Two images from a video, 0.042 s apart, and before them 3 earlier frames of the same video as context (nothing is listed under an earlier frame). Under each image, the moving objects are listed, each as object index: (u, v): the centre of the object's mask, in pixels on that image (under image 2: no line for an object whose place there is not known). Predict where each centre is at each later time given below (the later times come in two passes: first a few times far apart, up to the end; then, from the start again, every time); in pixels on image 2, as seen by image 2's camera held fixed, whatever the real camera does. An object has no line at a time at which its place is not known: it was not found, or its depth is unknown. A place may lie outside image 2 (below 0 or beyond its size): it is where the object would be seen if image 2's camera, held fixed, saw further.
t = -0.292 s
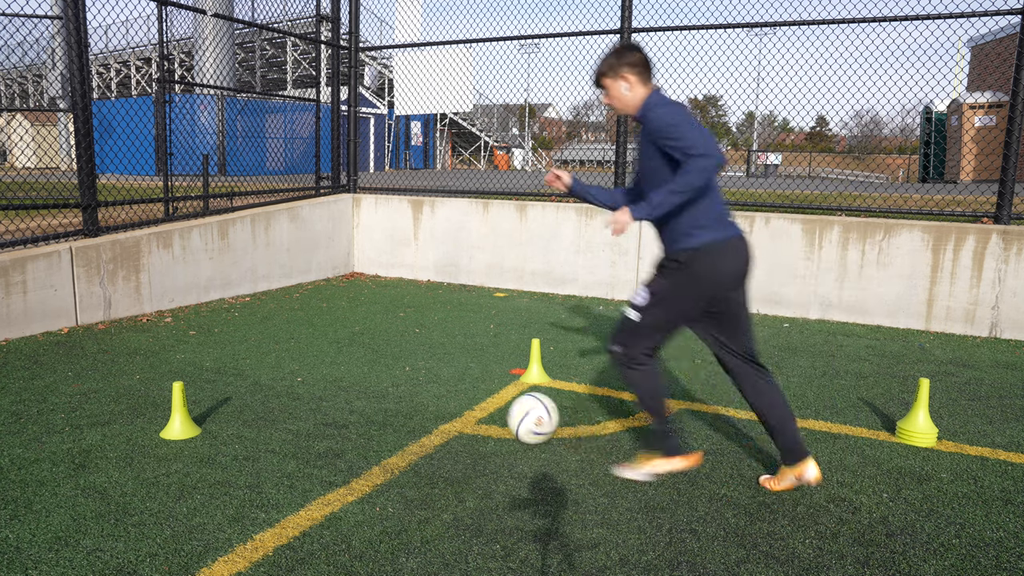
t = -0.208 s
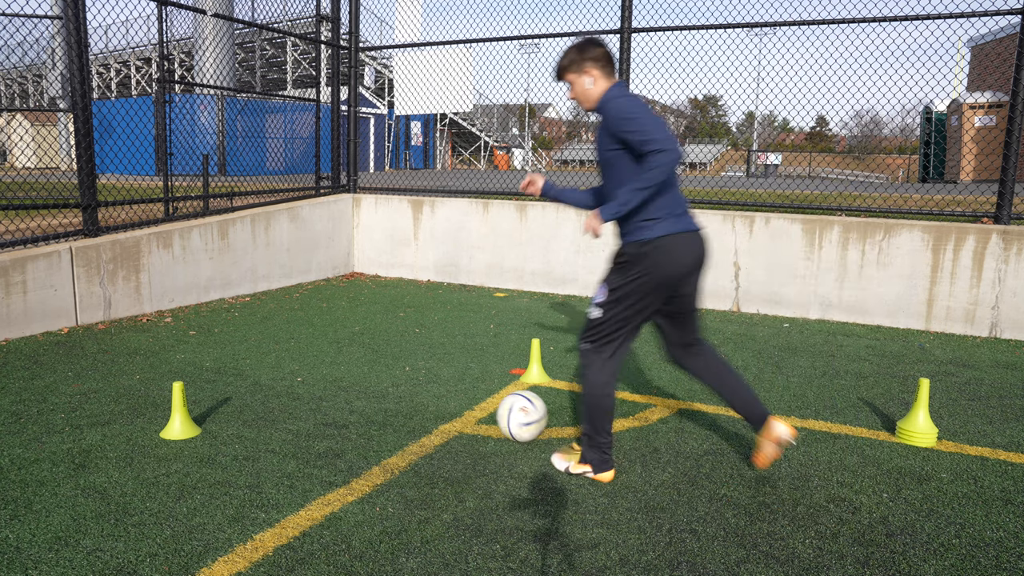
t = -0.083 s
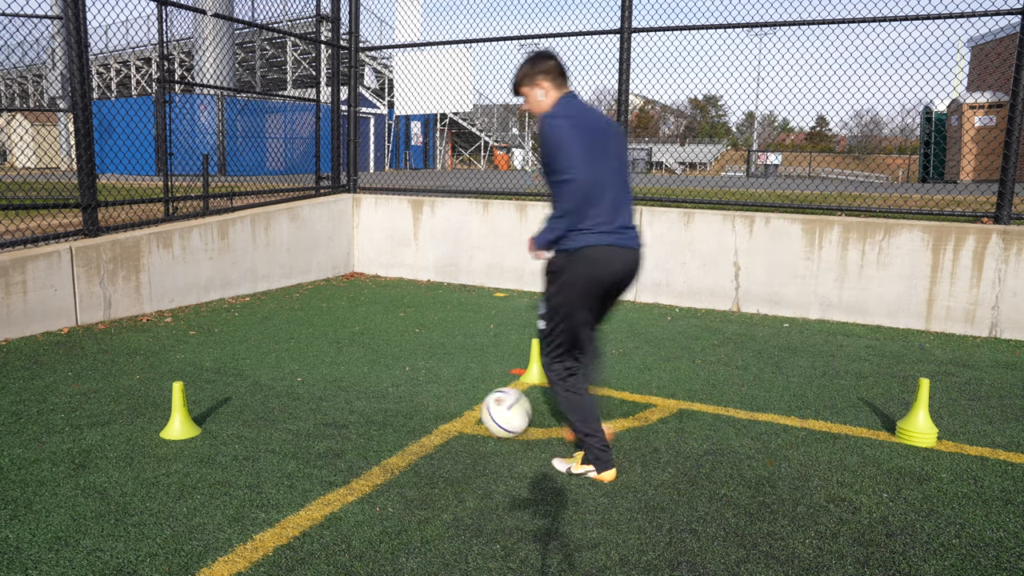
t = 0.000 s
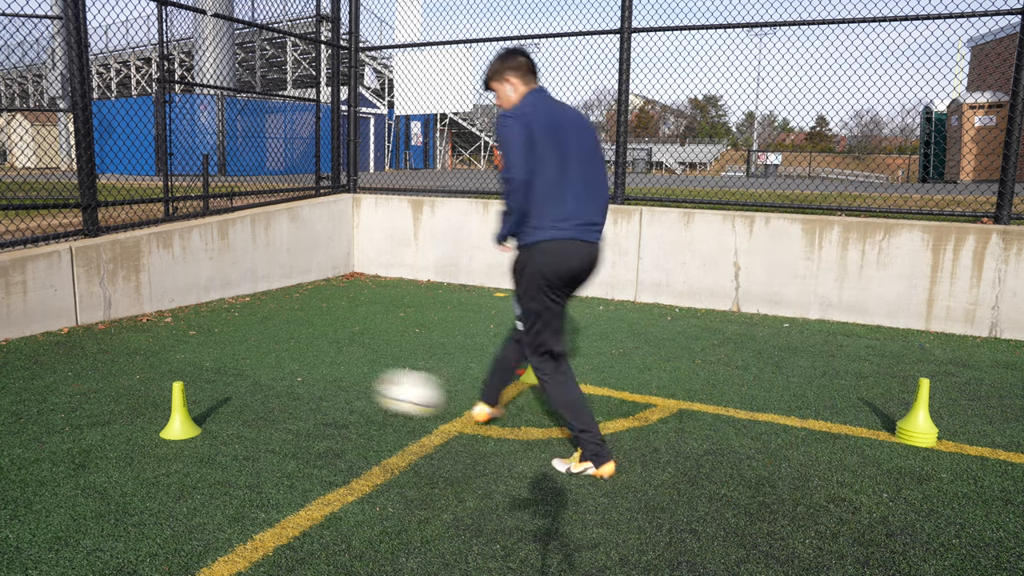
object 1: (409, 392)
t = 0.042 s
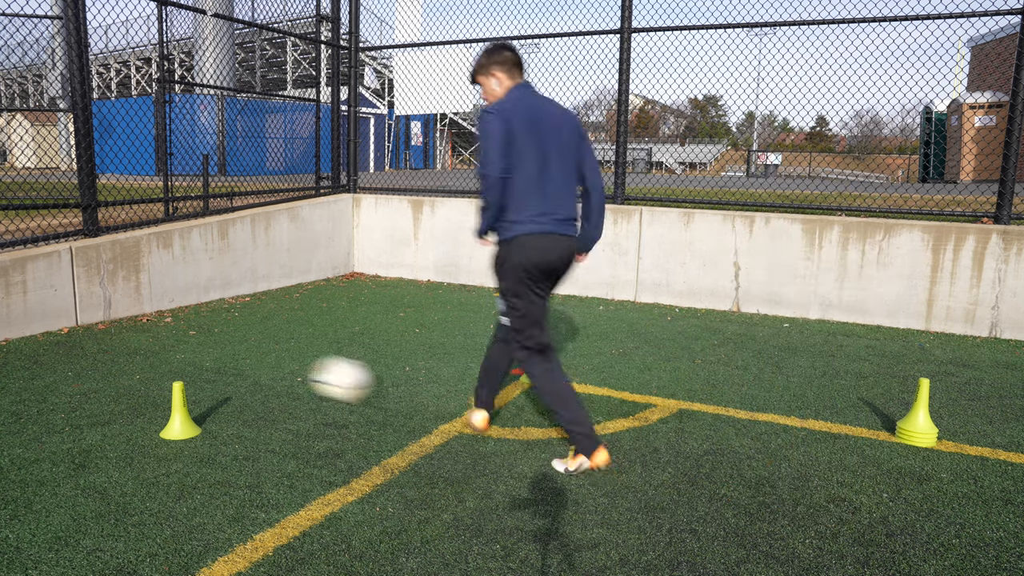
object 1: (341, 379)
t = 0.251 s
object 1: (110, 332)
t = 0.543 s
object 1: (217, 345)
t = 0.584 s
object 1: (248, 351)
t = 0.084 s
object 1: (282, 365)
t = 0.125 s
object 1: (231, 356)
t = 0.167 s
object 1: (185, 345)
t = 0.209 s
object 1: (146, 337)
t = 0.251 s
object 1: (110, 332)
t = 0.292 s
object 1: (77, 322)
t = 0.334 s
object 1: (70, 317)
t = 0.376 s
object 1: (95, 317)
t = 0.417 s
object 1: (122, 320)
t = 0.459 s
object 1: (153, 326)
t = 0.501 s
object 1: (183, 333)
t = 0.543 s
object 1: (217, 345)
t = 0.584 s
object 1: (248, 351)
